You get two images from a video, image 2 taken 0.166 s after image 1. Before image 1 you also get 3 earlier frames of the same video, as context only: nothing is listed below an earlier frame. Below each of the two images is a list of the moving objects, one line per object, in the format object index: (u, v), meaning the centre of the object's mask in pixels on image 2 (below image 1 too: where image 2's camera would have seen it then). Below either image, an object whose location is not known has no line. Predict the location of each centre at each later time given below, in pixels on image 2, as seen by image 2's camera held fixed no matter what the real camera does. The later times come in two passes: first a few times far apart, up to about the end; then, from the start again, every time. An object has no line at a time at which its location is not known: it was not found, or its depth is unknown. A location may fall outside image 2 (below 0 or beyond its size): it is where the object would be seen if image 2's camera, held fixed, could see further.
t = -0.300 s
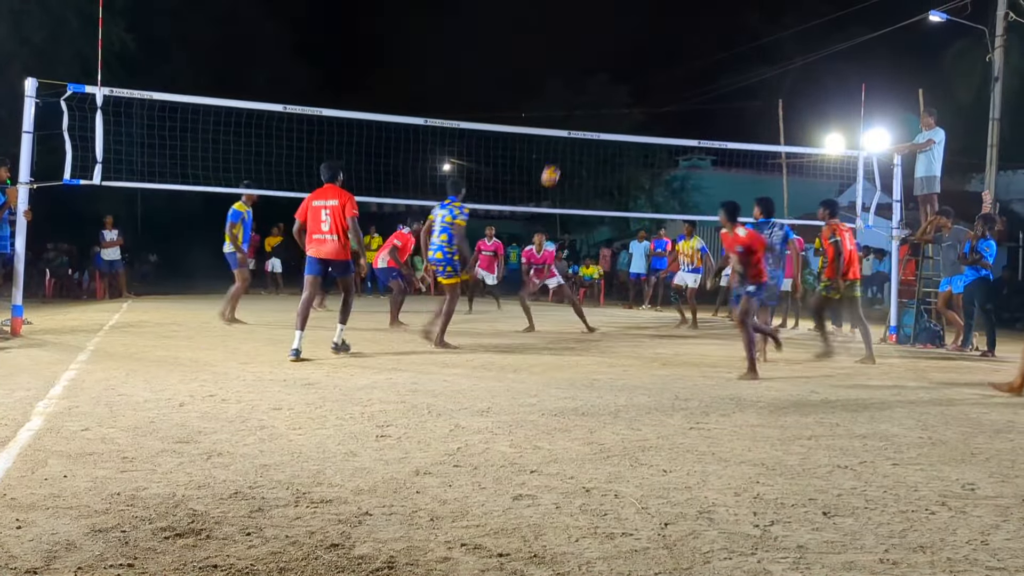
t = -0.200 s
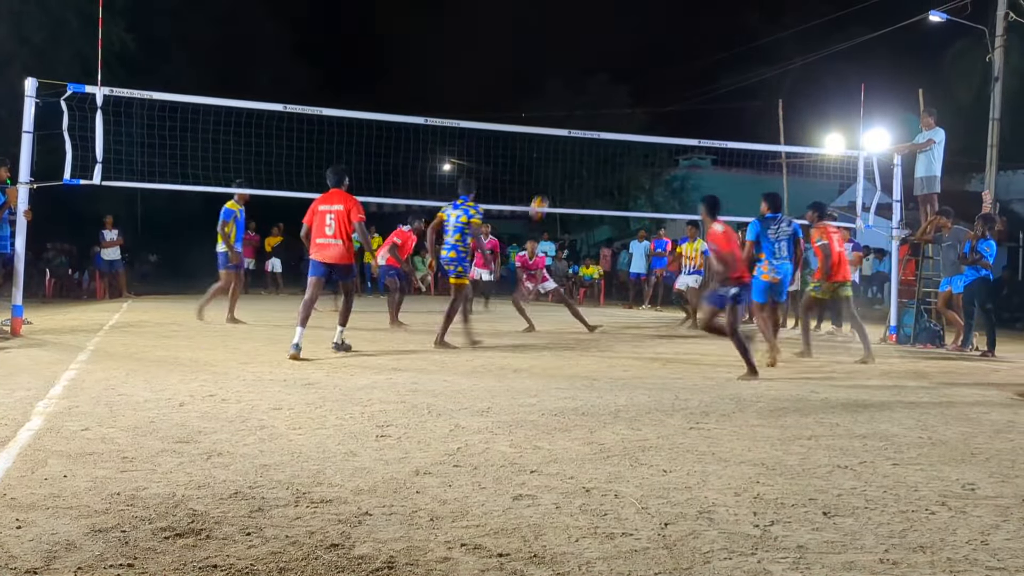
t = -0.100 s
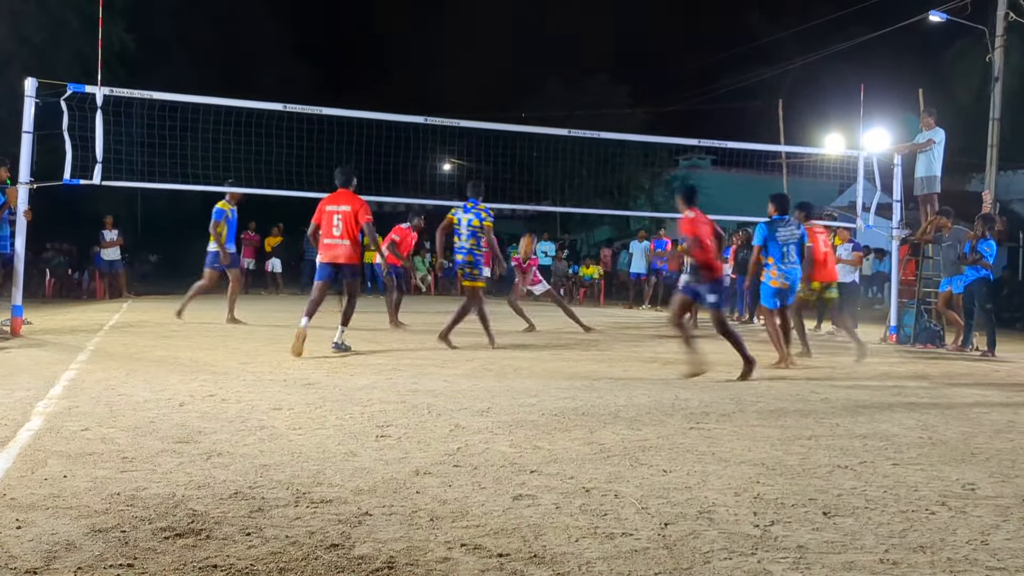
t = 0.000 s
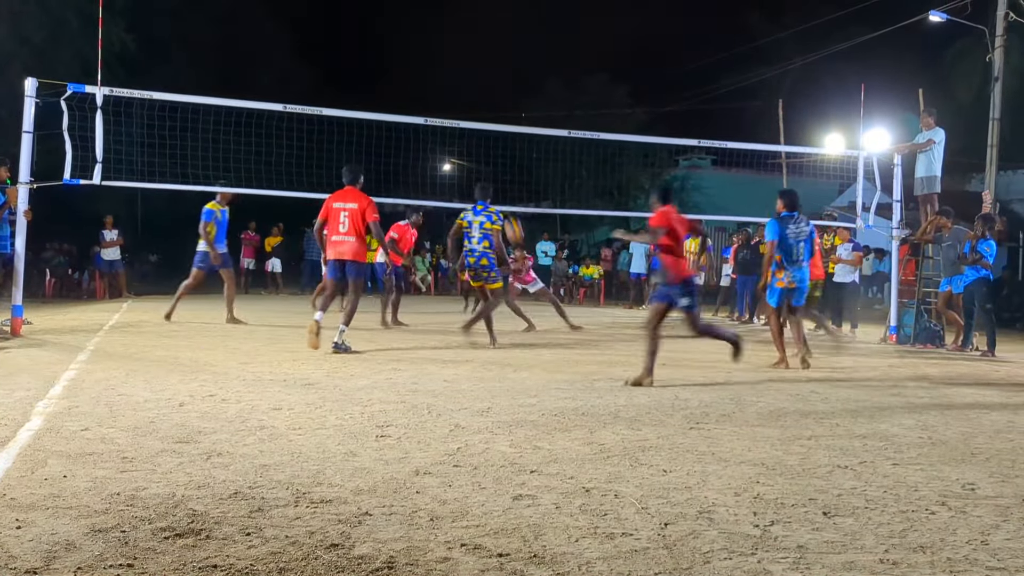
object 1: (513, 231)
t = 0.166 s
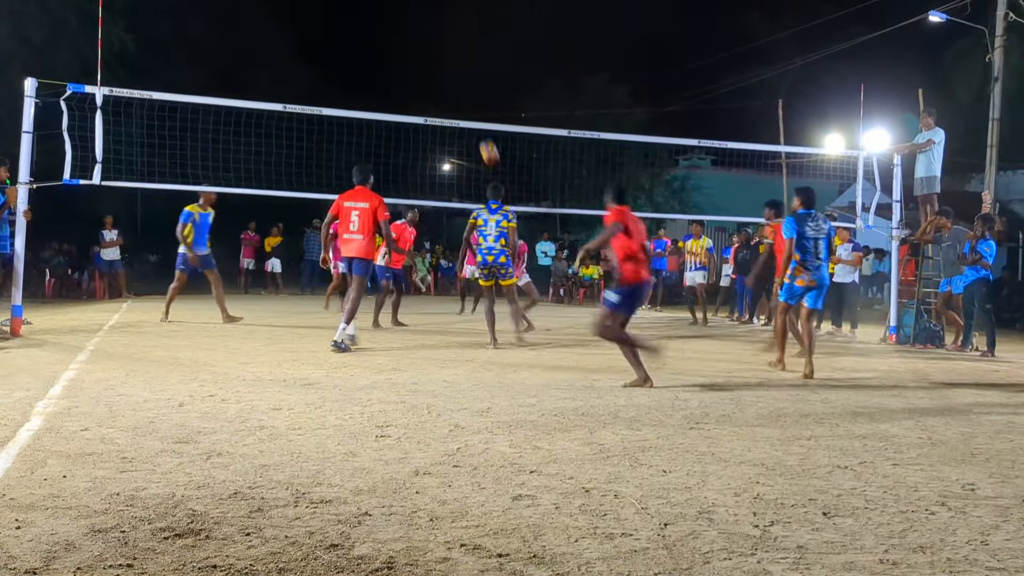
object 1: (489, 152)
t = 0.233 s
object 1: (479, 128)
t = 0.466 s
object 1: (443, 67)
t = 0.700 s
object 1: (405, 50)
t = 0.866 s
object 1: (378, 65)
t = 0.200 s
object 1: (484, 140)
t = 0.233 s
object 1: (479, 128)
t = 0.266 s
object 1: (473, 113)
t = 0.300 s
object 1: (469, 106)
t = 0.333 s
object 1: (463, 96)
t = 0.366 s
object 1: (458, 87)
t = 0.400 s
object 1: (453, 80)
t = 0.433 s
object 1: (448, 73)
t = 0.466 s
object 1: (443, 67)
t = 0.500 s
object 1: (437, 62)
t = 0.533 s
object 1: (432, 58)
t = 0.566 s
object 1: (427, 55)
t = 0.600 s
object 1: (422, 52)
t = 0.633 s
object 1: (416, 51)
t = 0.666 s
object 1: (410, 49)
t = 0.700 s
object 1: (405, 50)
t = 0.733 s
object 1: (400, 51)
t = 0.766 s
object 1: (395, 53)
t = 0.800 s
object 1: (389, 56)
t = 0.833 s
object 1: (384, 60)
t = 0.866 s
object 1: (378, 65)
